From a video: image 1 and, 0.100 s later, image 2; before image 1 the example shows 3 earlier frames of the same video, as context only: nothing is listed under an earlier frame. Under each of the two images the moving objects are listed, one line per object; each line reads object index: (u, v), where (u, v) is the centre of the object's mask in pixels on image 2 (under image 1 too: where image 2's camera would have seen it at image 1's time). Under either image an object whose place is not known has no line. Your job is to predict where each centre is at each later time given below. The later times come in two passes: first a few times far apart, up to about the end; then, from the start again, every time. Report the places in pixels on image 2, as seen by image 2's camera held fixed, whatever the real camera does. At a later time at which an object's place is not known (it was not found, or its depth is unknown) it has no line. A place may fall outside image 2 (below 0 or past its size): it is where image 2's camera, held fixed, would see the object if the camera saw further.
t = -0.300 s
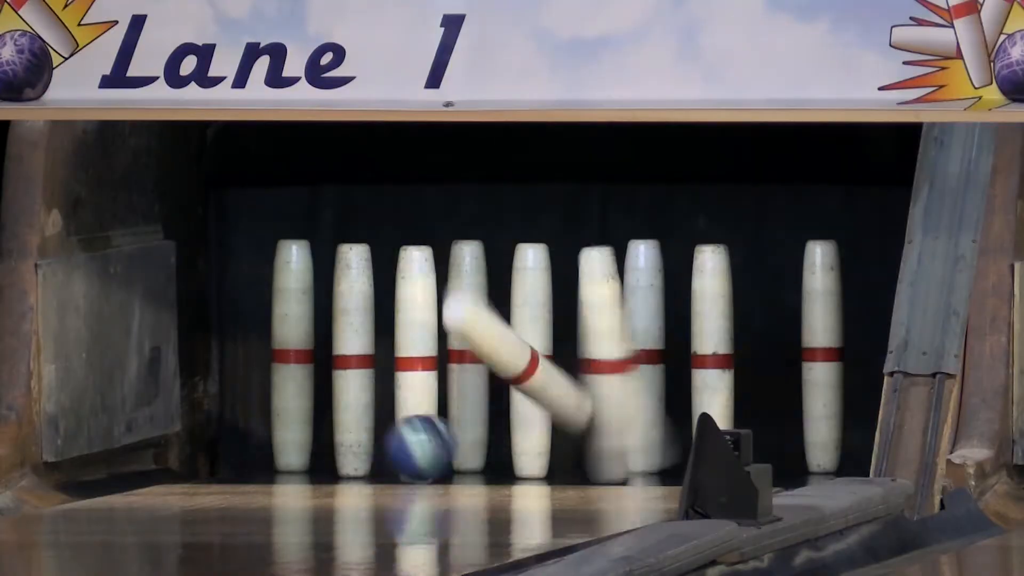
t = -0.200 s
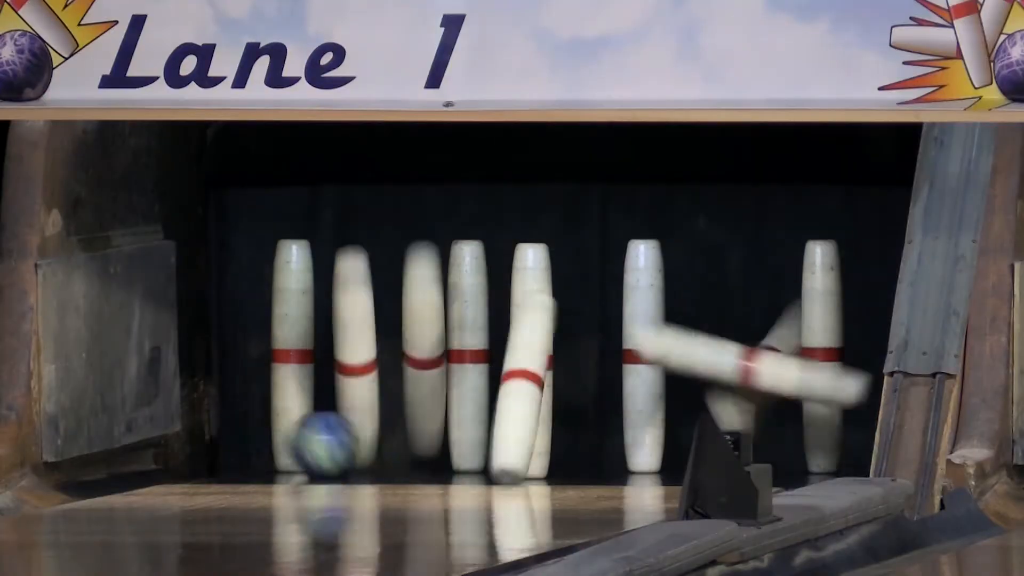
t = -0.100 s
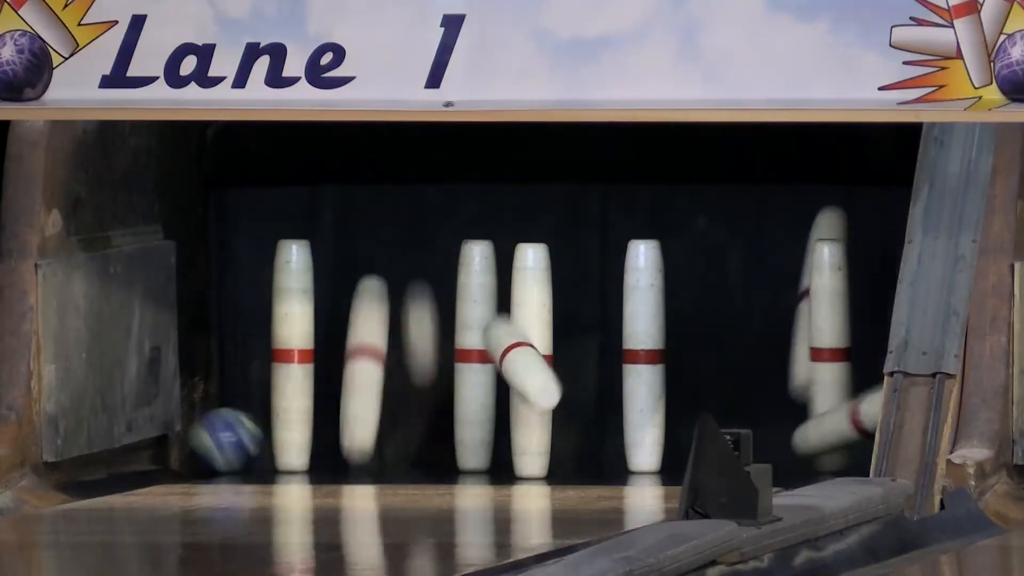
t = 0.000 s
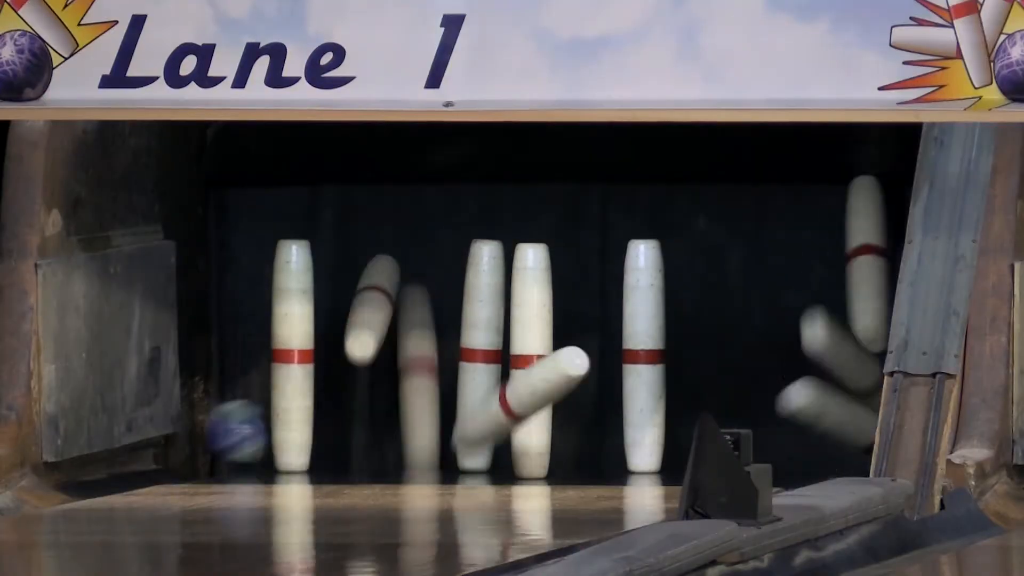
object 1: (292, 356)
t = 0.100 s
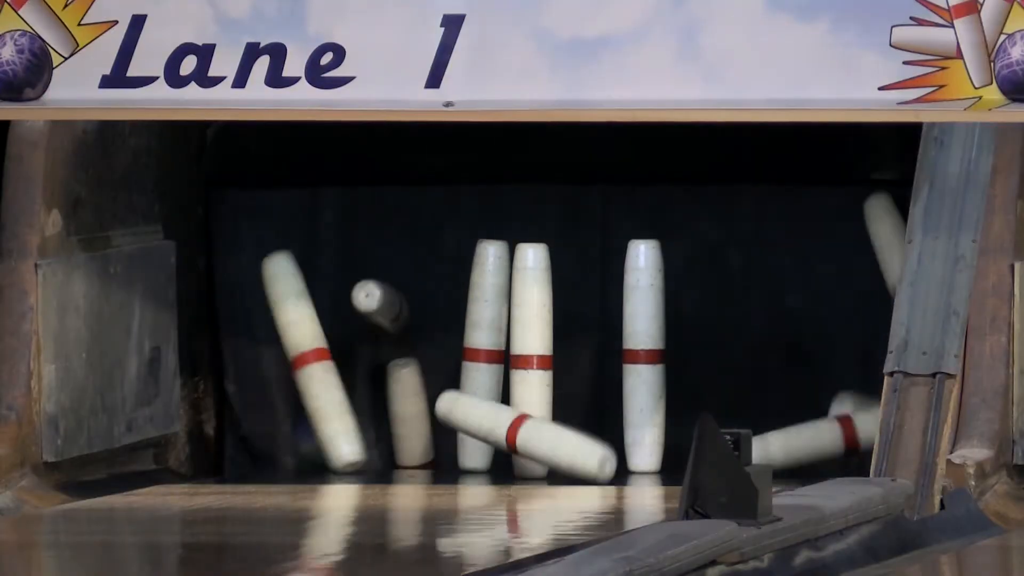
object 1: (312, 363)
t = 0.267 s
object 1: (350, 440)
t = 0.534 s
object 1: (343, 425)
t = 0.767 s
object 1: (352, 425)
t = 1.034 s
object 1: (350, 446)
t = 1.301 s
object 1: (349, 443)
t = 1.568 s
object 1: (346, 449)
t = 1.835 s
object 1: (338, 452)
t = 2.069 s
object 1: (328, 453)
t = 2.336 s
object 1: (316, 453)
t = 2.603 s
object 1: (294, 453)
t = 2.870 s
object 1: (264, 453)
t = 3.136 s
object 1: (236, 452)
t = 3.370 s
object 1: (203, 456)
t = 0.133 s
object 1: (319, 373)
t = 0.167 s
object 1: (325, 387)
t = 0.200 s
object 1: (329, 408)
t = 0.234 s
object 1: (337, 436)
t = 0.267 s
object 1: (350, 440)
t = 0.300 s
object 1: (345, 422)
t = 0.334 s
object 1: (346, 409)
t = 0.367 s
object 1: (344, 402)
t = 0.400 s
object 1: (342, 399)
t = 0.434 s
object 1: (342, 399)
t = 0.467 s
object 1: (341, 403)
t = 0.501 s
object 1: (342, 411)
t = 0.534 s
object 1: (343, 425)
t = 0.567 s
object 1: (345, 445)
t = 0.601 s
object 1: (339, 442)
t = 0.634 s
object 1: (343, 430)
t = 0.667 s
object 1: (346, 423)
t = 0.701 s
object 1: (348, 420)
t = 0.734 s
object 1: (351, 420)
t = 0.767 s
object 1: (352, 425)
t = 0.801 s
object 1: (354, 434)
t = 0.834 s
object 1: (353, 447)
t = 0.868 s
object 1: (357, 445)
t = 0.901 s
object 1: (354, 436)
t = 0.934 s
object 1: (351, 432)
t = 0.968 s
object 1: (349, 433)
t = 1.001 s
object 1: (349, 437)
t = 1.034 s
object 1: (350, 446)
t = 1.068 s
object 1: (346, 448)
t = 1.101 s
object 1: (348, 441)
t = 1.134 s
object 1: (350, 439)
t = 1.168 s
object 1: (350, 440)
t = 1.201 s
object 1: (351, 445)
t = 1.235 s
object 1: (352, 452)
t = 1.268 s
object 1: (350, 446)
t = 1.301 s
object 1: (349, 443)
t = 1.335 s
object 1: (348, 444)
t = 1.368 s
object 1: (348, 450)
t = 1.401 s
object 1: (346, 449)
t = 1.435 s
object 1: (347, 447)
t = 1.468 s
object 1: (348, 448)
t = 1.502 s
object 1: (347, 452)
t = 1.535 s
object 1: (347, 450)
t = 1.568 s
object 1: (346, 449)
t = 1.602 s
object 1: (346, 452)
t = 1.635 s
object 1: (345, 451)
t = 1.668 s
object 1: (346, 450)
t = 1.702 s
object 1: (345, 453)
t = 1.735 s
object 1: (343, 451)
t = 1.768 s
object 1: (341, 452)
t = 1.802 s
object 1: (339, 452)
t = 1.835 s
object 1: (338, 452)
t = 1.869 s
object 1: (337, 452)
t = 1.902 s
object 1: (335, 452)
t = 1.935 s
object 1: (334, 453)
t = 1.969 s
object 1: (333, 453)
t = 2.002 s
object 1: (332, 452)
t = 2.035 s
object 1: (329, 453)
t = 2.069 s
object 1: (328, 453)
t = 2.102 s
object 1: (327, 453)
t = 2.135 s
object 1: (325, 453)
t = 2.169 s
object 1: (324, 453)
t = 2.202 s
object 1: (322, 452)
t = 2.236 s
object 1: (320, 453)
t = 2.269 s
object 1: (319, 453)
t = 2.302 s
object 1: (317, 453)
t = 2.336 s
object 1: (316, 453)
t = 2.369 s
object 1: (313, 454)
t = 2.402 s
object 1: (312, 453)
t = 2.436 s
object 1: (311, 453)
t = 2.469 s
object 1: (309, 453)
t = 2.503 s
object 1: (306, 453)
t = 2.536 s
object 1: (302, 453)
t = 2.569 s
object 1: (298, 453)
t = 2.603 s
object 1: (294, 453)
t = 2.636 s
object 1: (290, 453)
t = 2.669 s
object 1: (287, 453)
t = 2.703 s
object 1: (283, 453)
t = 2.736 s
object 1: (279, 453)
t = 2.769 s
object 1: (275, 453)
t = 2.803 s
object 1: (271, 453)
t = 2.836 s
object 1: (268, 453)
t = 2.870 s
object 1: (264, 453)
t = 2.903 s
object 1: (260, 453)
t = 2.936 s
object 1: (257, 453)
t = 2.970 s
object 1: (253, 453)
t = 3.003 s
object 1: (250, 453)
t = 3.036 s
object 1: (246, 453)
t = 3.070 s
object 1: (243, 453)
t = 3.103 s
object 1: (239, 452)
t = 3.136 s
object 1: (236, 452)
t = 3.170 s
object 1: (232, 453)
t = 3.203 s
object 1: (229, 453)
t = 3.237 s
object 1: (224, 453)
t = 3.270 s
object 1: (220, 454)
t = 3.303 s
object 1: (214, 454)
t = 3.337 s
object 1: (209, 455)
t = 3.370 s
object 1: (203, 456)
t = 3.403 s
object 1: (195, 458)
